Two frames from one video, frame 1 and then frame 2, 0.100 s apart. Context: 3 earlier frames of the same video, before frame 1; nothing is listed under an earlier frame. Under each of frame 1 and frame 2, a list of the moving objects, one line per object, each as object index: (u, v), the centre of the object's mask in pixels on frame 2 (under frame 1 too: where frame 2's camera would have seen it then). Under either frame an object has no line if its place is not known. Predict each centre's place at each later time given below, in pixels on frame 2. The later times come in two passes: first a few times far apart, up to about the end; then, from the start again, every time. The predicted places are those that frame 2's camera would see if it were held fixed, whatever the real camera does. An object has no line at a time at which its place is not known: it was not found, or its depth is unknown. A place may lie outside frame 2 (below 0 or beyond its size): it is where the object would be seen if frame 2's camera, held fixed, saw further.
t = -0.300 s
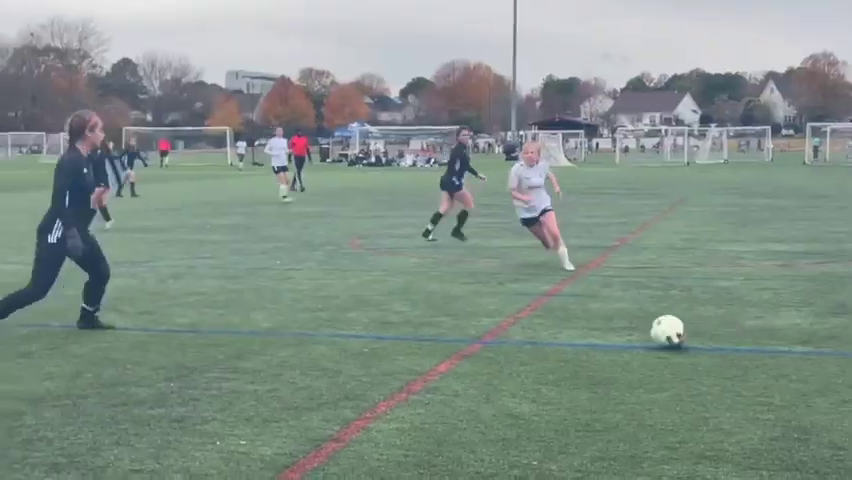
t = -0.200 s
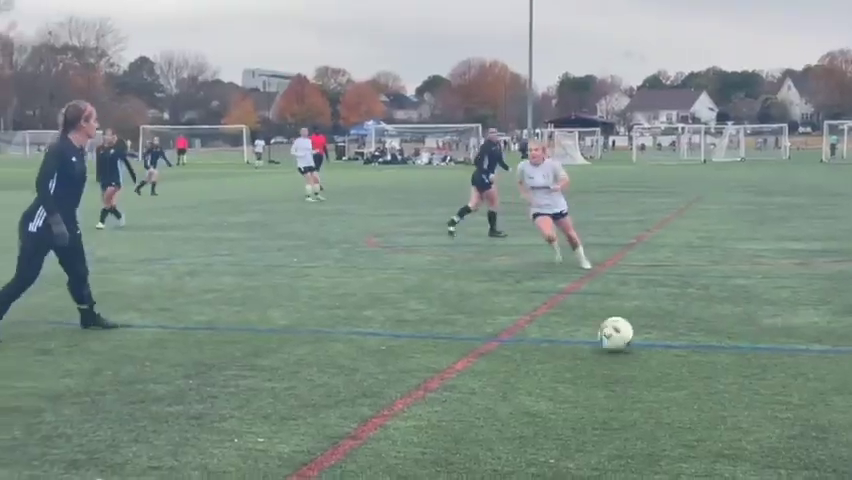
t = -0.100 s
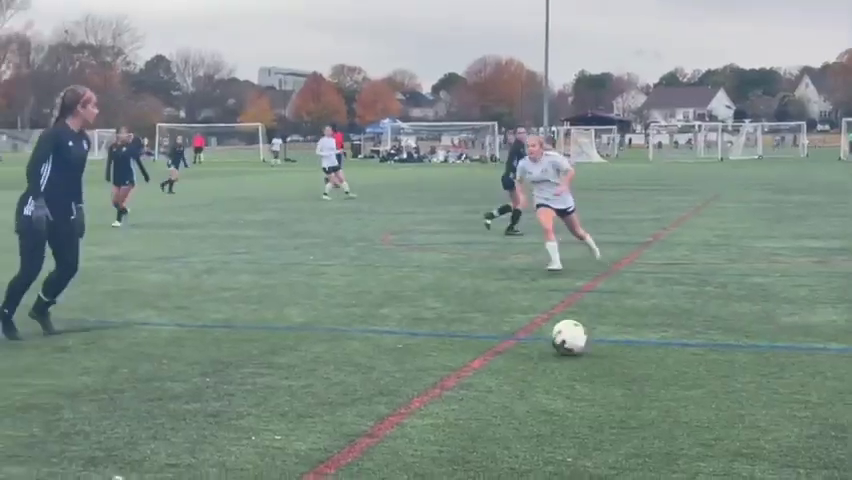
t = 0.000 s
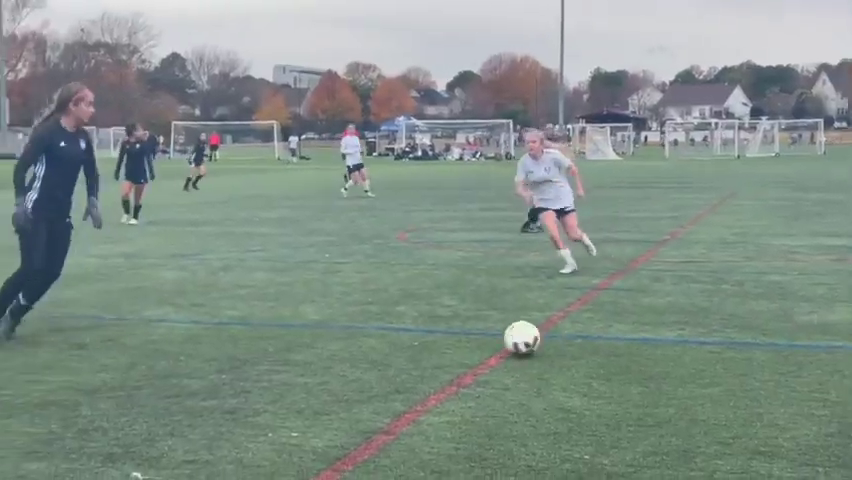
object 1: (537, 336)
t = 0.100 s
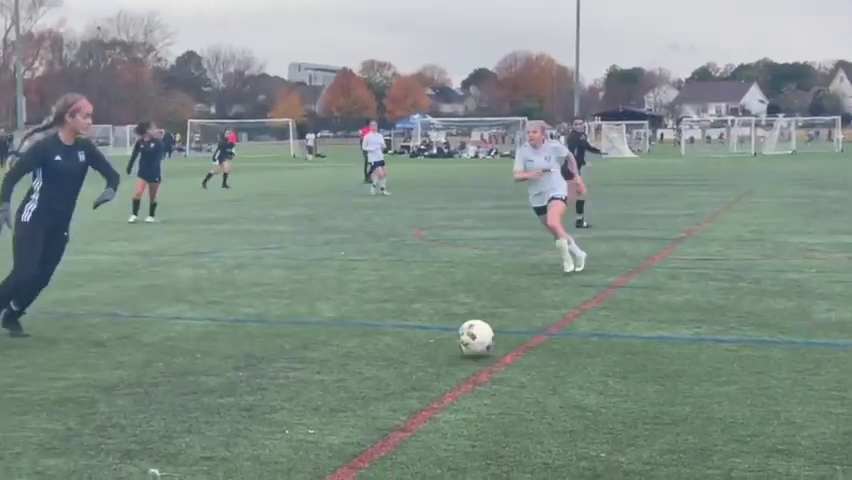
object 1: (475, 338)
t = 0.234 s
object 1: (390, 341)
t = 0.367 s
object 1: (303, 348)
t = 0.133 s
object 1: (453, 338)
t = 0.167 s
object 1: (433, 340)
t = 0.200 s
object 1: (412, 345)
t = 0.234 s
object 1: (390, 341)
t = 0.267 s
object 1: (368, 339)
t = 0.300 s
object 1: (347, 340)
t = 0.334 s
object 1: (325, 342)
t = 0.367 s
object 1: (303, 348)
